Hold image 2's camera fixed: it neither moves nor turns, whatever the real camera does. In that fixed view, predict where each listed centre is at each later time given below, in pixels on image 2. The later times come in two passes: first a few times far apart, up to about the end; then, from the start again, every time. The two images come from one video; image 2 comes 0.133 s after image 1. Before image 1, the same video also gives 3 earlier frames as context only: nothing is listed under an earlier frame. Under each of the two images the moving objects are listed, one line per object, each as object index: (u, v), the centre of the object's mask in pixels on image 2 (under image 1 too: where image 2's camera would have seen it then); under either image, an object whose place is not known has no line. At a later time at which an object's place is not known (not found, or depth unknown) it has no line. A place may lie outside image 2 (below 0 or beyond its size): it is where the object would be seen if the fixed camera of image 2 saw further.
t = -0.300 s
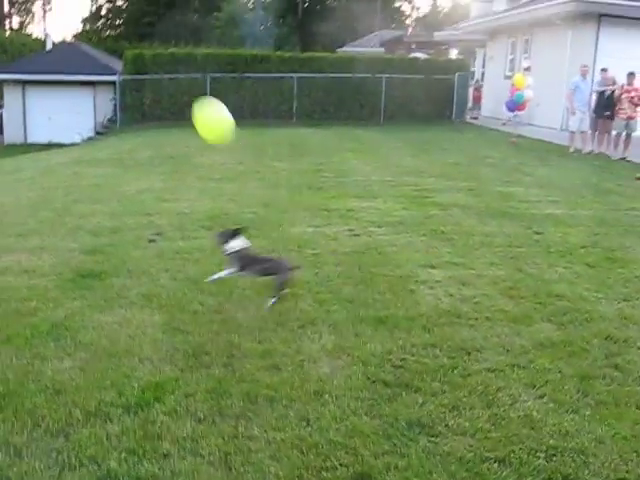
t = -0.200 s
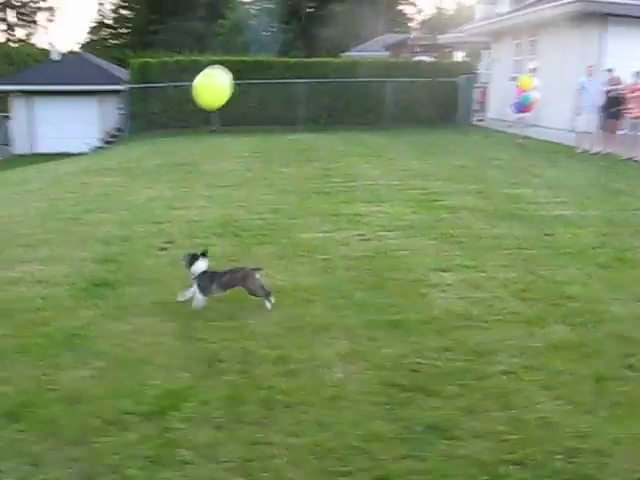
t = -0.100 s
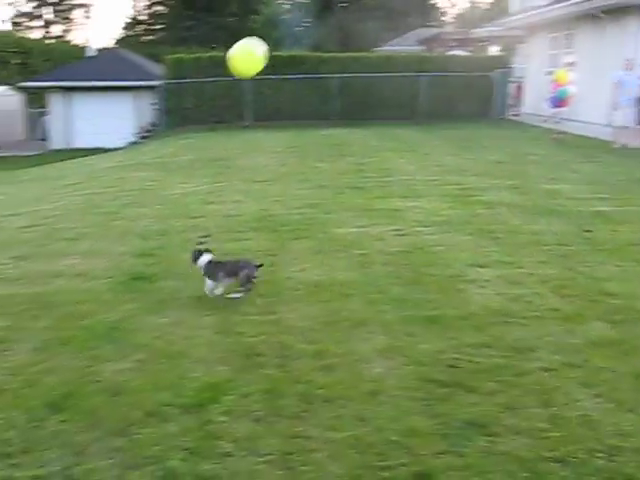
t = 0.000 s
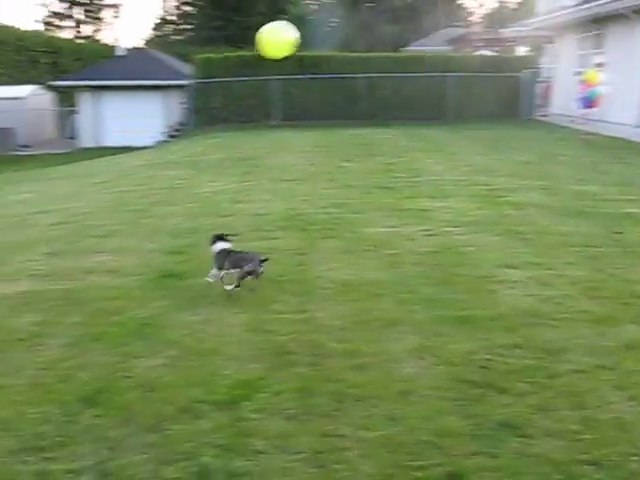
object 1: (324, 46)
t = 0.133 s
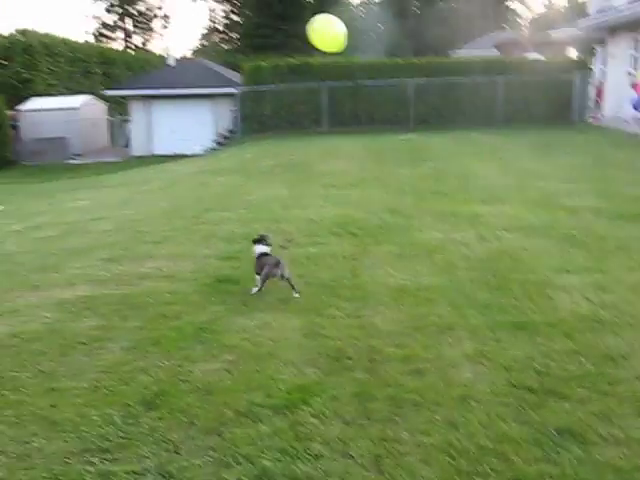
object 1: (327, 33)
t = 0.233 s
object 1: (330, 27)
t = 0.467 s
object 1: (335, 25)
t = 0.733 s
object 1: (338, 33)
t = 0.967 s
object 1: (338, 51)
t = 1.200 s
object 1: (337, 77)
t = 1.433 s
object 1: (340, 107)
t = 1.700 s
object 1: (348, 145)
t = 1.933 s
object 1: (357, 180)
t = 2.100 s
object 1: (364, 204)
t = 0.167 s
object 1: (328, 31)
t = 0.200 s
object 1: (329, 29)
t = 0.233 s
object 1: (330, 27)
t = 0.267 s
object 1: (330, 26)
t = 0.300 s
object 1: (331, 26)
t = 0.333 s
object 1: (332, 25)
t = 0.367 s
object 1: (333, 25)
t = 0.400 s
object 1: (334, 25)
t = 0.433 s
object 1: (334, 25)
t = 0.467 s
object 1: (335, 25)
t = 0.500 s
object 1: (335, 26)
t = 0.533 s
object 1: (336, 26)
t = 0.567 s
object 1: (336, 27)
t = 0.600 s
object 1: (337, 28)
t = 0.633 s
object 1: (337, 29)
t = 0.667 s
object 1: (337, 30)
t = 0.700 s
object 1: (338, 32)
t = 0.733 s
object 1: (338, 33)
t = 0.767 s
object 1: (338, 35)
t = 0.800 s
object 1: (338, 37)
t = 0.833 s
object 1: (337, 40)
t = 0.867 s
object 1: (338, 42)
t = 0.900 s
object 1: (338, 45)
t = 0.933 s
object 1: (338, 48)
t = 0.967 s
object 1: (338, 51)
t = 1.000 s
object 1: (337, 54)
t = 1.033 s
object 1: (337, 57)
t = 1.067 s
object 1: (337, 61)
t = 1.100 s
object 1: (337, 65)
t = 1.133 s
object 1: (337, 69)
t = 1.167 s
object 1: (337, 73)
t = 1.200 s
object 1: (337, 77)
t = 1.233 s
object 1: (337, 81)
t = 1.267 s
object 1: (337, 85)
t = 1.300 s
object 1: (338, 89)
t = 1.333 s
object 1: (338, 93)
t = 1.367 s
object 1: (339, 98)
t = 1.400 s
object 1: (340, 102)
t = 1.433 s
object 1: (340, 107)
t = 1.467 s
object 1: (341, 112)
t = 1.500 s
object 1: (341, 116)
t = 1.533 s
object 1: (342, 121)
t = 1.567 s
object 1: (343, 126)
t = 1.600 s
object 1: (344, 130)
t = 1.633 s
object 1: (345, 135)
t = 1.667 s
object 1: (346, 140)
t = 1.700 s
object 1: (348, 145)
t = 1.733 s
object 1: (349, 150)
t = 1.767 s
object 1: (350, 155)
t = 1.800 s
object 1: (351, 160)
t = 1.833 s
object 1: (353, 165)
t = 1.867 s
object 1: (354, 169)
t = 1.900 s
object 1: (355, 175)
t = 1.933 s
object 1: (357, 180)
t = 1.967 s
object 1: (358, 185)
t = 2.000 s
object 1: (360, 190)
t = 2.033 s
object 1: (361, 195)
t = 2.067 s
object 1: (363, 200)
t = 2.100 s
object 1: (364, 204)
